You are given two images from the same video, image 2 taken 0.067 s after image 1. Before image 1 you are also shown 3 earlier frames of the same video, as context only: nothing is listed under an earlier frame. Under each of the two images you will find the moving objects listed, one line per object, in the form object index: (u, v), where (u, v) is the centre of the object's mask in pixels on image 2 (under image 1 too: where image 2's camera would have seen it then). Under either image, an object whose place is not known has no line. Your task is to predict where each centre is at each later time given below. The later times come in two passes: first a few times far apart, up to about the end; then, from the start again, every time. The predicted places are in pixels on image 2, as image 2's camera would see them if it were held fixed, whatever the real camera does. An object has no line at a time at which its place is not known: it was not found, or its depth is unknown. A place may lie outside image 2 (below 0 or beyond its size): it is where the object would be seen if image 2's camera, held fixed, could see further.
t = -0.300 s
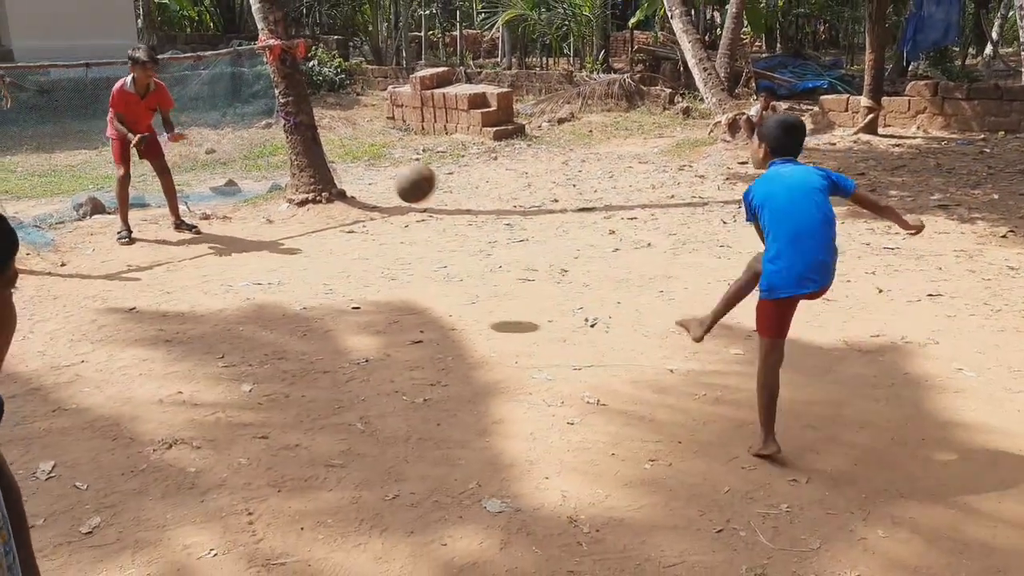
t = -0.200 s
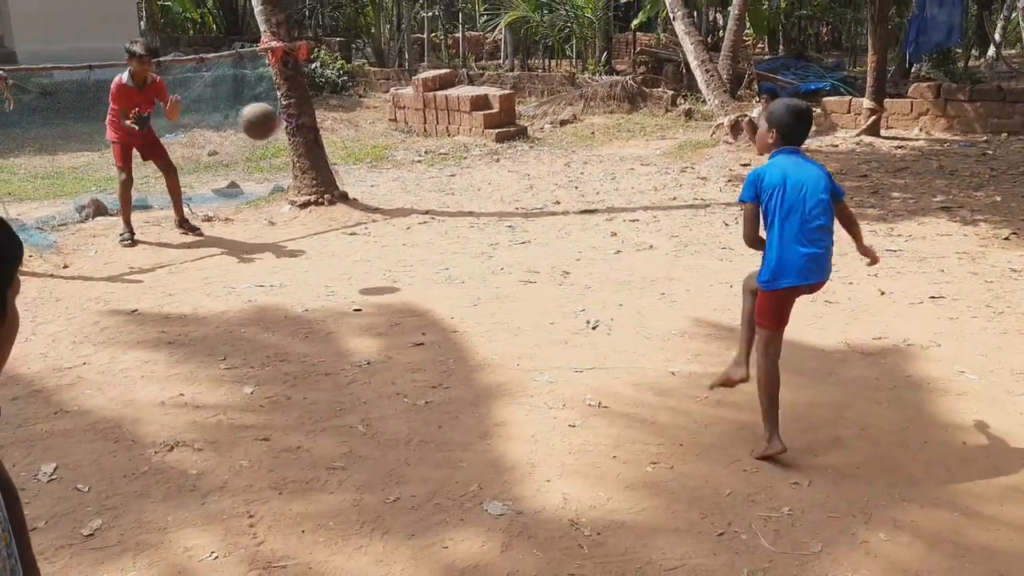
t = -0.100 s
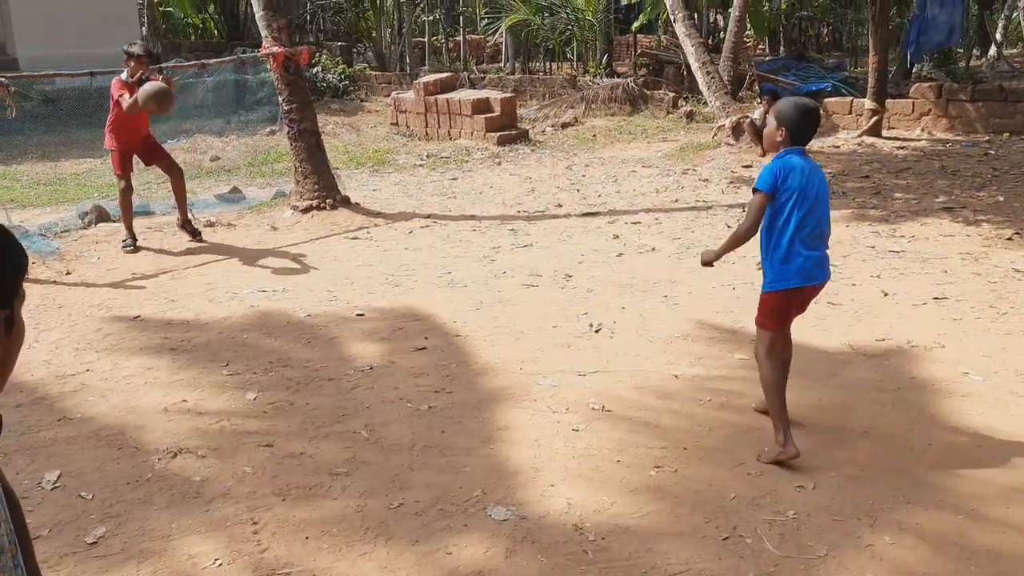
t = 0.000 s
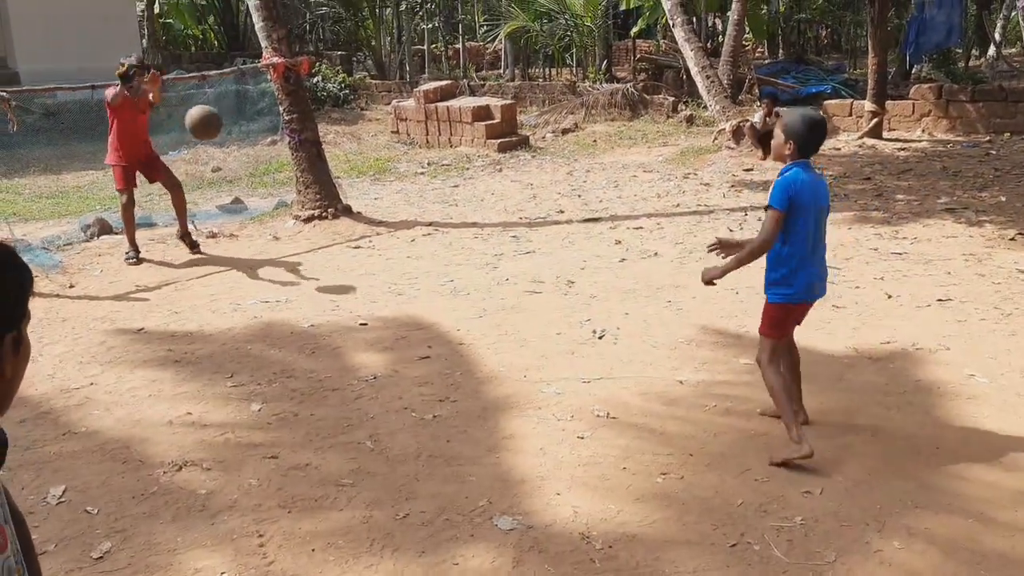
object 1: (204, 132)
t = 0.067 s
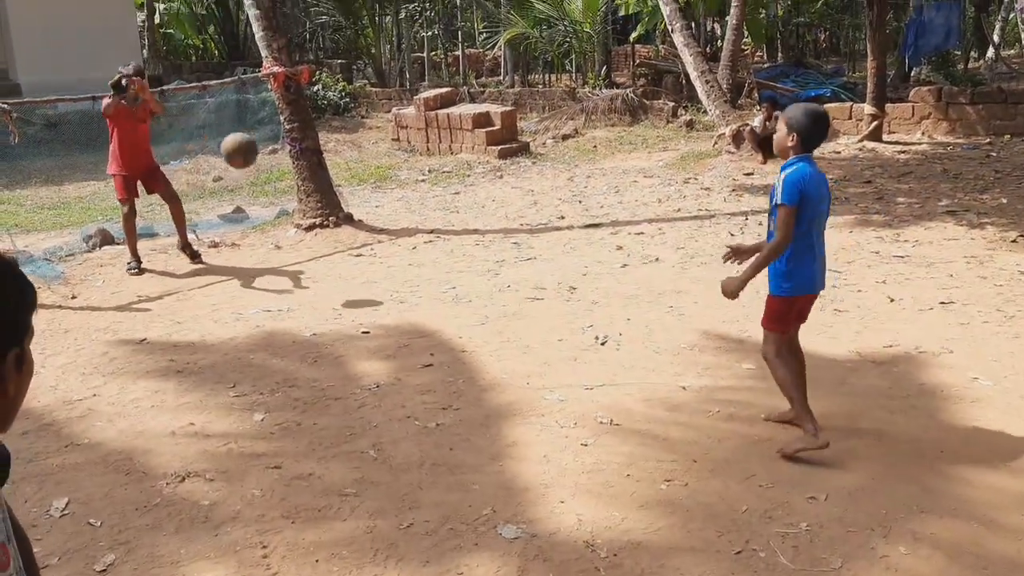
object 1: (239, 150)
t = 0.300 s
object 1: (376, 277)
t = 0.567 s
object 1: (520, 214)
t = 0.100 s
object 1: (258, 162)
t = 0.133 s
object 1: (276, 175)
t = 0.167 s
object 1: (295, 192)
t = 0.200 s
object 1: (314, 211)
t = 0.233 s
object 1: (335, 230)
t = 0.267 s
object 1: (356, 253)
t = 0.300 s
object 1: (376, 277)
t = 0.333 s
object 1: (398, 305)
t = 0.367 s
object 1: (413, 293)
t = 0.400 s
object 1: (429, 277)
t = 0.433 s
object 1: (445, 260)
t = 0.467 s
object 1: (463, 246)
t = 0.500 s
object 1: (481, 234)
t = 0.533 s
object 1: (500, 222)
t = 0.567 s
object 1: (520, 214)
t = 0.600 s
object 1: (539, 205)
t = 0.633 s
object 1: (560, 197)
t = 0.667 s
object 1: (582, 192)
